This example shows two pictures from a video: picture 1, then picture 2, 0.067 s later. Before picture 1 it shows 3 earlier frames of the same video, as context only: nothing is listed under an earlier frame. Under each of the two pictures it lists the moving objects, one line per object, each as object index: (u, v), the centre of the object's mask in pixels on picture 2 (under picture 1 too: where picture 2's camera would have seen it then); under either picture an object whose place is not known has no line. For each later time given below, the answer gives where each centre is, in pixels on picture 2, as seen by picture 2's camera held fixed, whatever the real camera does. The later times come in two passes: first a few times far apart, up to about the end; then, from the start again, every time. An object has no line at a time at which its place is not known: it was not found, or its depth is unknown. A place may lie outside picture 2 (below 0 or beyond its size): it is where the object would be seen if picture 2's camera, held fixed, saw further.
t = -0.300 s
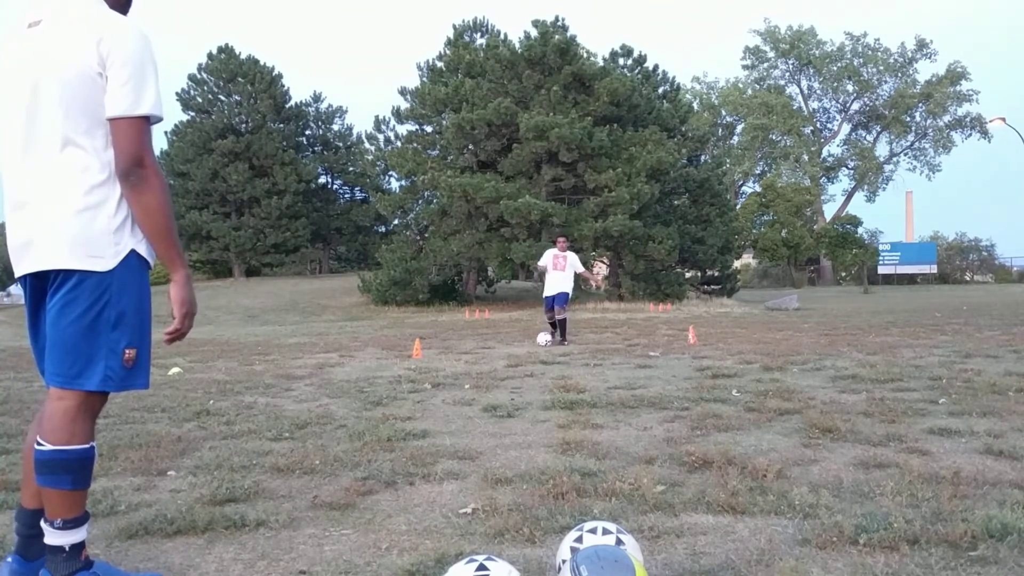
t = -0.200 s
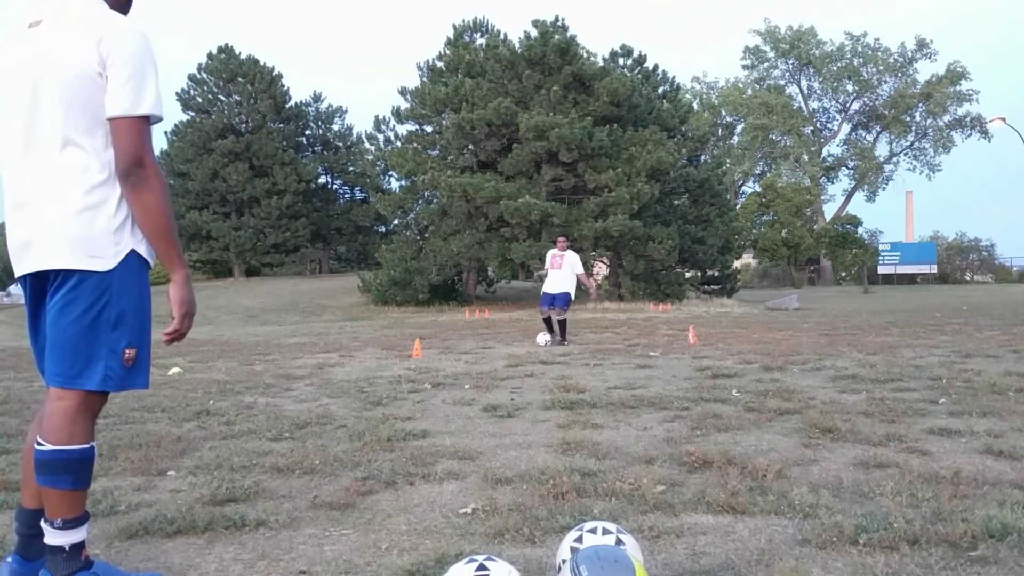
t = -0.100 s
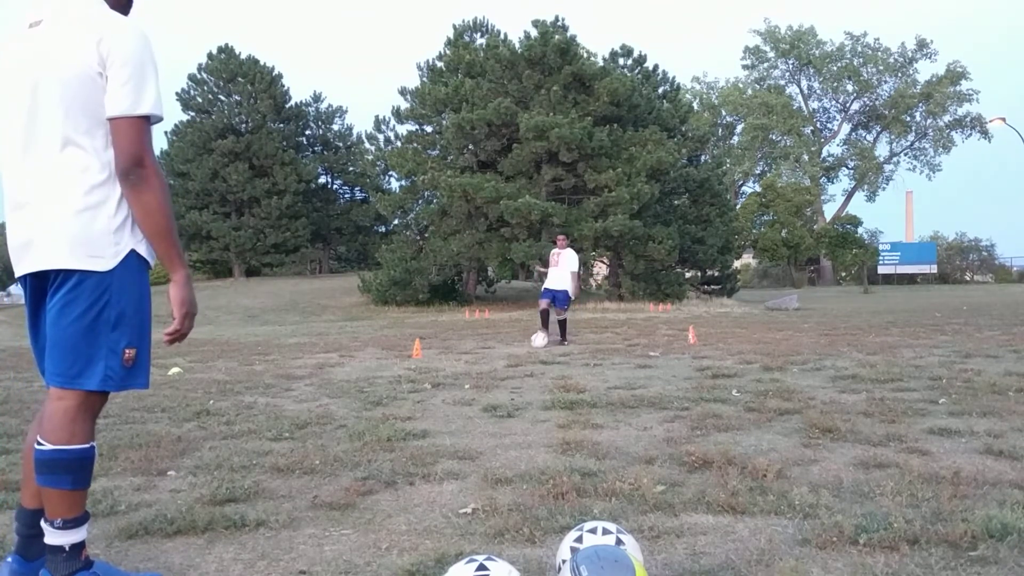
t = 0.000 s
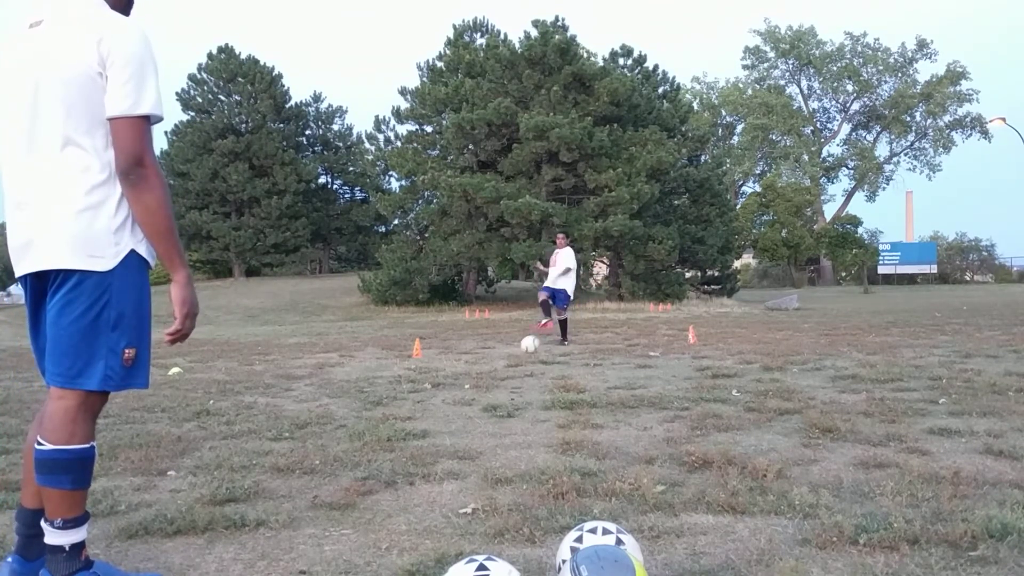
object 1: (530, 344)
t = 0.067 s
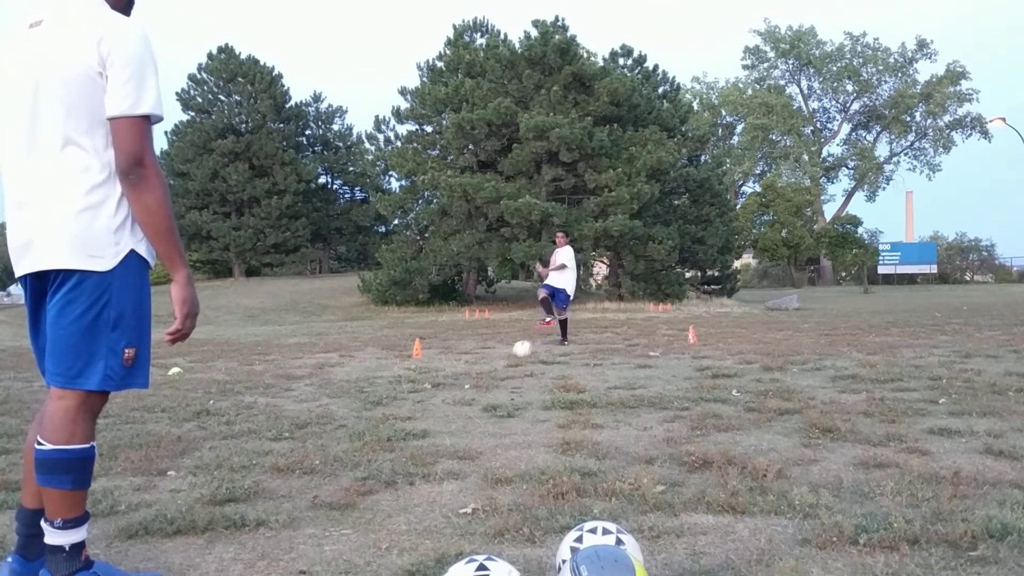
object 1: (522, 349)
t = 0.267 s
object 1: (497, 358)
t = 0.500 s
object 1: (463, 369)
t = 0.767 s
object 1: (418, 385)
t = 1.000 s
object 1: (359, 407)
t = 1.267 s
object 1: (267, 437)
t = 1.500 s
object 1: (147, 478)
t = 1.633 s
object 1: (47, 509)
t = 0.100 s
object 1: (518, 349)
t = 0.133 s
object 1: (514, 349)
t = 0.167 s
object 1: (510, 350)
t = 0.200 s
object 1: (505, 352)
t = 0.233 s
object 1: (501, 355)
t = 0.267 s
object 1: (497, 358)
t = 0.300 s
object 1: (492, 358)
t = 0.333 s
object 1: (487, 358)
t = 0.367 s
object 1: (483, 359)
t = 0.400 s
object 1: (479, 361)
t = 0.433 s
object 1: (474, 364)
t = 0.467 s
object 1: (469, 367)
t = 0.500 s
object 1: (463, 369)
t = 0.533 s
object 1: (459, 369)
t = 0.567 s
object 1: (454, 370)
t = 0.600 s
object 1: (448, 371)
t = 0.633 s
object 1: (443, 375)
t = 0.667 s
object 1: (437, 380)
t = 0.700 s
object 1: (431, 381)
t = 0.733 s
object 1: (424, 381)
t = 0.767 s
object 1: (418, 385)
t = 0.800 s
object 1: (411, 389)
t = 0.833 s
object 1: (404, 394)
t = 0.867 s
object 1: (395, 395)
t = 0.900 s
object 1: (387, 396)
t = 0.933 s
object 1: (378, 399)
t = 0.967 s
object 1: (370, 404)
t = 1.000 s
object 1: (359, 407)
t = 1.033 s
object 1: (352, 408)
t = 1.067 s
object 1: (340, 409)
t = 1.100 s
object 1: (329, 414)
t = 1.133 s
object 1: (318, 418)
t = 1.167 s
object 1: (306, 426)
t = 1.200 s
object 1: (294, 429)
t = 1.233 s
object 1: (279, 432)
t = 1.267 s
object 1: (267, 437)
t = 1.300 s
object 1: (252, 441)
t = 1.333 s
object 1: (237, 448)
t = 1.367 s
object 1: (221, 454)
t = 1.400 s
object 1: (204, 460)
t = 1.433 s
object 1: (187, 468)
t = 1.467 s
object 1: (168, 474)
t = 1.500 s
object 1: (147, 478)
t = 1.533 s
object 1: (125, 485)
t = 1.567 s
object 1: (101, 492)
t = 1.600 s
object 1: (76, 500)
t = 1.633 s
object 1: (47, 509)
